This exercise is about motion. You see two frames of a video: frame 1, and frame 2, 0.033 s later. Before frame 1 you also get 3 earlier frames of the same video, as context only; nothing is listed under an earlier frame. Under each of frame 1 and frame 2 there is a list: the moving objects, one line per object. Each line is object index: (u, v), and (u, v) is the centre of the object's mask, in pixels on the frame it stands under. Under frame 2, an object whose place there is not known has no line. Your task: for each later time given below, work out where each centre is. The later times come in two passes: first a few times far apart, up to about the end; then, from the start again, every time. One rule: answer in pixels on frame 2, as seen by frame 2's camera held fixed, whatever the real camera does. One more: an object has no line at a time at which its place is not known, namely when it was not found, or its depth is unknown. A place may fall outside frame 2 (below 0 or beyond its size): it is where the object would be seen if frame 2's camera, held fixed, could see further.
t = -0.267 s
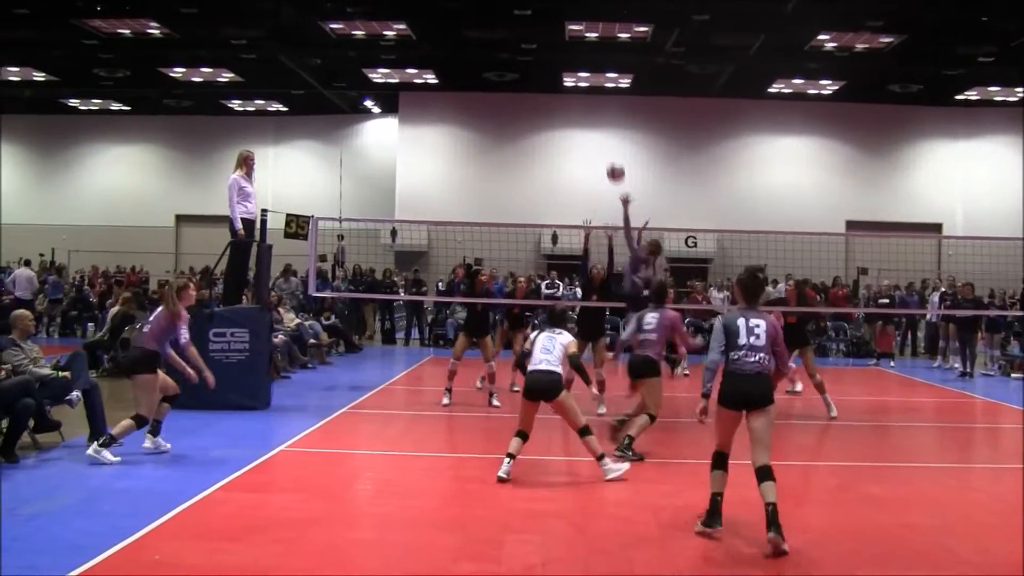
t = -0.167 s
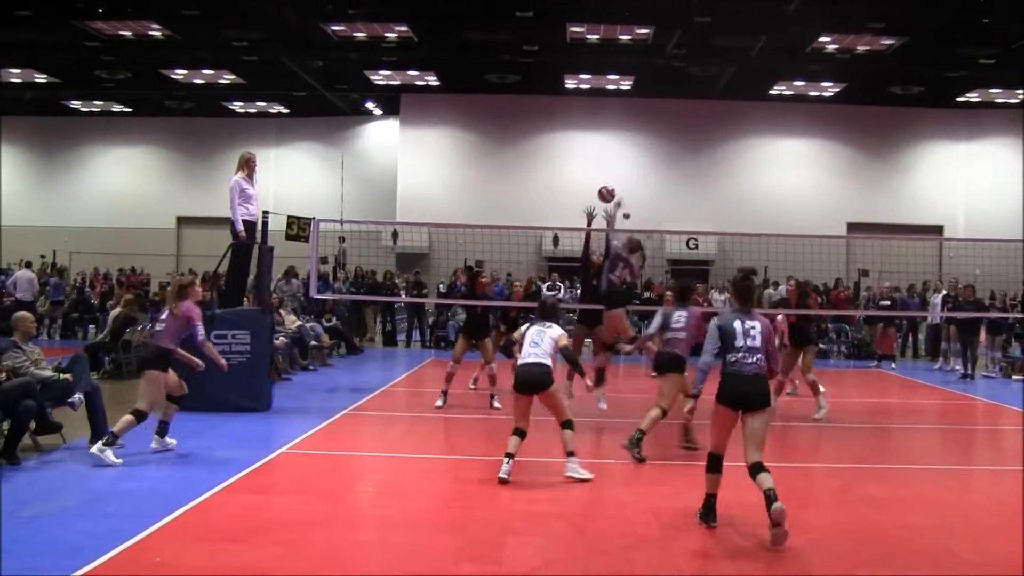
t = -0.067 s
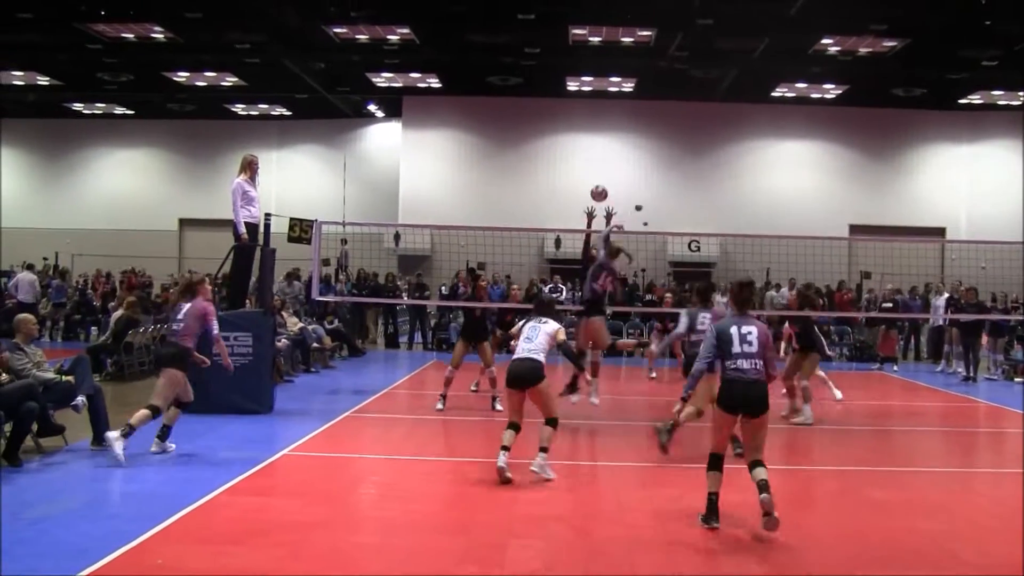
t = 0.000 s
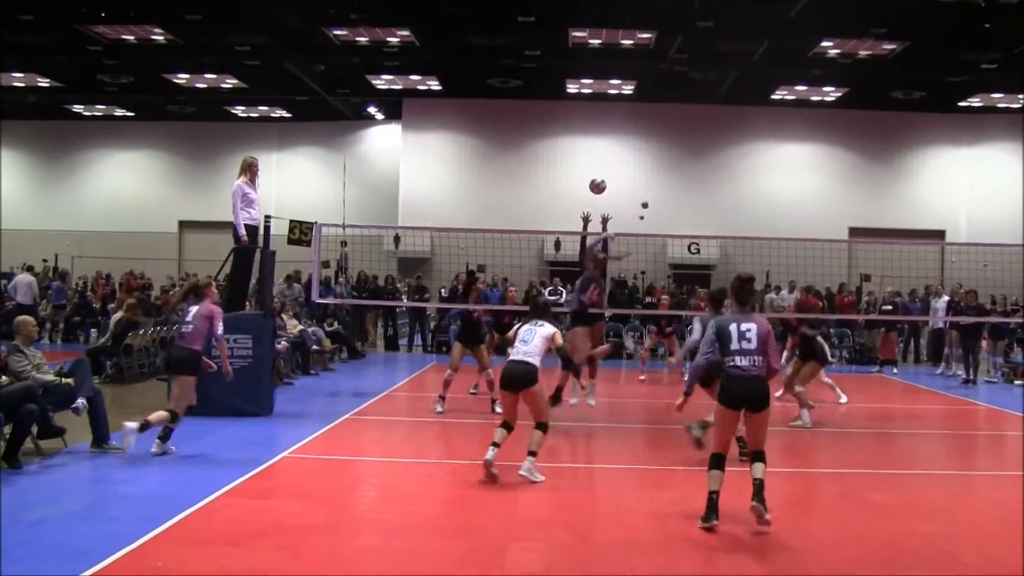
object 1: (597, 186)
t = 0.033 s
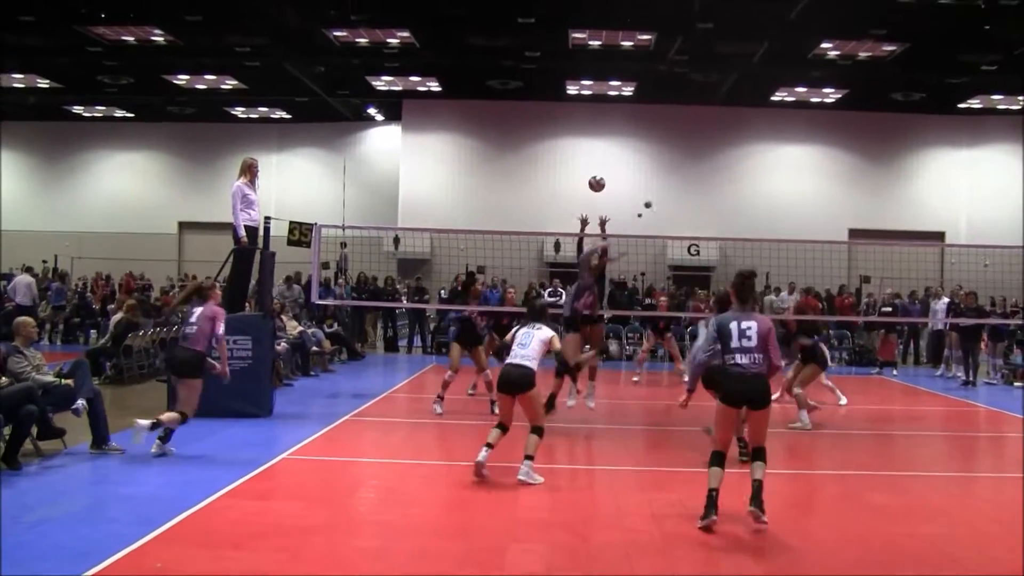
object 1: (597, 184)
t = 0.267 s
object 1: (595, 190)
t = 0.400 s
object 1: (594, 209)
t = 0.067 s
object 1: (596, 182)
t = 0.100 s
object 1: (596, 181)
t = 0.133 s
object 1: (596, 182)
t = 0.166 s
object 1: (596, 183)
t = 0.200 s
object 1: (595, 185)
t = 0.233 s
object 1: (595, 187)
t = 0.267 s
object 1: (595, 190)
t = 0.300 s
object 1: (595, 194)
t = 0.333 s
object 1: (594, 198)
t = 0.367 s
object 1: (594, 203)
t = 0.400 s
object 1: (594, 209)
